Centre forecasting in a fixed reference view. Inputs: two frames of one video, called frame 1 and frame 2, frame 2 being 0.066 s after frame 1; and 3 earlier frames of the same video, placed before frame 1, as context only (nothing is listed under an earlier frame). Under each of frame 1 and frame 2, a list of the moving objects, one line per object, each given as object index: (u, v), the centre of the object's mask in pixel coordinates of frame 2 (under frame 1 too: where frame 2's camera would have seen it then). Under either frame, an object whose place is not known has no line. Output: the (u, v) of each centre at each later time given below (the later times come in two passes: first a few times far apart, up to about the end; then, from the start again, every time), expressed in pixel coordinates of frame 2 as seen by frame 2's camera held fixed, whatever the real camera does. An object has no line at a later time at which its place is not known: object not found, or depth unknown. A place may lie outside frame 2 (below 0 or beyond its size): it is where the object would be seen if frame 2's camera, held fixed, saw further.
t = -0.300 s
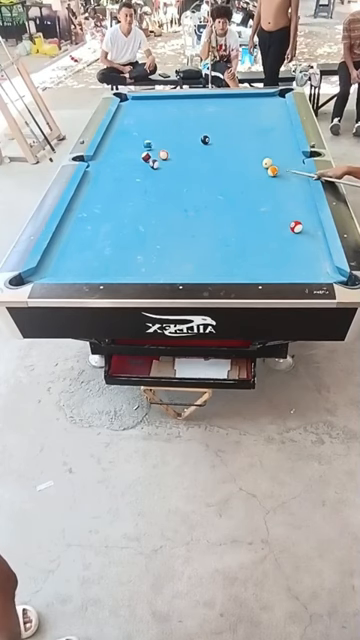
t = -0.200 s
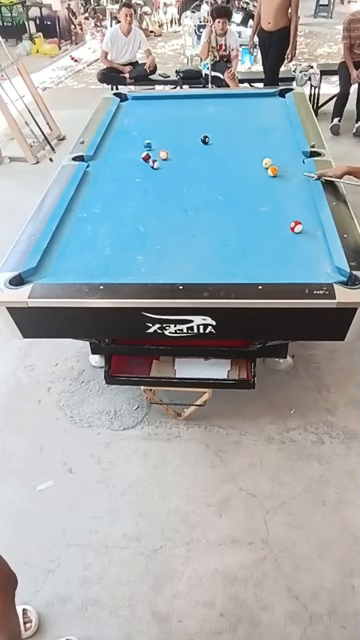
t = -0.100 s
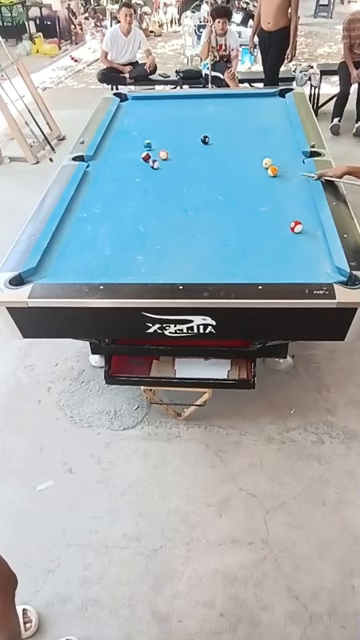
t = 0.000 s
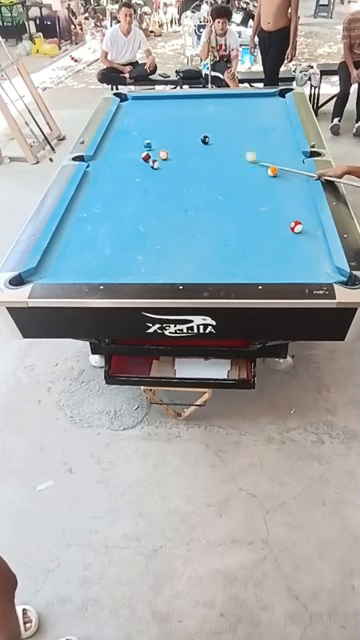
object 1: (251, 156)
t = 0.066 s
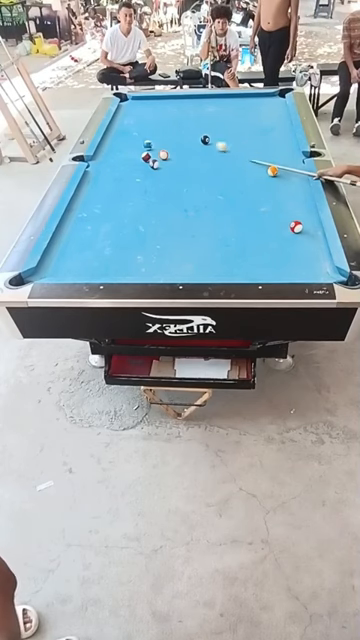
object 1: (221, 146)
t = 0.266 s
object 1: (203, 146)
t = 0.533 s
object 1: (199, 154)
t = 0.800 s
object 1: (195, 162)
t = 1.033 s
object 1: (191, 169)
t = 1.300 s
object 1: (186, 177)
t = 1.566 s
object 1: (182, 185)
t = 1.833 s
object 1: (177, 192)
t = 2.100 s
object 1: (173, 200)
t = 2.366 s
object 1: (169, 208)
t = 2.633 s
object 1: (165, 215)
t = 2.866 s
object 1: (162, 221)
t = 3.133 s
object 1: (157, 227)
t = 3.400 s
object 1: (154, 233)
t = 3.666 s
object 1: (151, 238)
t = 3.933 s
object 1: (149, 243)
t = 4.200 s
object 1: (146, 247)
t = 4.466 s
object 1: (145, 250)
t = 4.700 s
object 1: (143, 253)
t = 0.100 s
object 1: (209, 142)
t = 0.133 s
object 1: (207, 142)
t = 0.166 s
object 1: (205, 143)
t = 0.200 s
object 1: (204, 144)
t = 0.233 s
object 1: (203, 145)
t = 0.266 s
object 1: (203, 146)
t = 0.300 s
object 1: (202, 147)
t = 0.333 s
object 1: (202, 148)
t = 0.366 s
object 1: (201, 149)
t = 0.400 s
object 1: (201, 150)
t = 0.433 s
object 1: (200, 151)
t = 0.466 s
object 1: (200, 152)
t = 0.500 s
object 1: (199, 153)
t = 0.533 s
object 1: (199, 154)
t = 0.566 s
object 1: (198, 155)
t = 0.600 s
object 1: (198, 156)
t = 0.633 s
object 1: (197, 157)
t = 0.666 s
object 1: (197, 158)
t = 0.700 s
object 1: (196, 159)
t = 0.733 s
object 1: (196, 160)
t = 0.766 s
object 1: (195, 161)
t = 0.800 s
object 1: (195, 162)
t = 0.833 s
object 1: (194, 163)
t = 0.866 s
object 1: (193, 164)
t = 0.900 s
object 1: (193, 165)
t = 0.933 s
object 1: (192, 166)
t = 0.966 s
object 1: (192, 167)
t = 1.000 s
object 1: (191, 168)
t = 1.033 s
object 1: (191, 169)
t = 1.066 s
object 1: (190, 170)
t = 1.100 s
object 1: (190, 171)
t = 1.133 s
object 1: (189, 172)
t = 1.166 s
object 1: (189, 173)
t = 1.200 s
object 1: (188, 174)
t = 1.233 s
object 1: (187, 175)
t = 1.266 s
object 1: (187, 176)
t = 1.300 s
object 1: (186, 177)
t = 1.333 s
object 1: (186, 178)
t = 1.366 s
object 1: (185, 179)
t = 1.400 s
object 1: (184, 180)
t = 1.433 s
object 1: (184, 181)
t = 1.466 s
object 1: (183, 182)
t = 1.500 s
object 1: (183, 183)
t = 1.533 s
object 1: (182, 184)
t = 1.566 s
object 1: (182, 185)
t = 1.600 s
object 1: (181, 186)
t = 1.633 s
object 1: (181, 187)
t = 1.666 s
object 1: (180, 188)
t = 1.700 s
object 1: (180, 189)
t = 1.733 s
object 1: (179, 190)
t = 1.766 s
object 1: (179, 190)
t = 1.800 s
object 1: (178, 191)
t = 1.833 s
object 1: (177, 192)
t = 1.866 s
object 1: (177, 194)
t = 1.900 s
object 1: (176, 194)
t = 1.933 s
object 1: (176, 195)
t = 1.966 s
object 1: (175, 197)
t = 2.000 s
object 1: (174, 197)
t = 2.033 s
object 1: (174, 198)
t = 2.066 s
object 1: (174, 199)
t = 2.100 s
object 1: (173, 200)
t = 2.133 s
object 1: (172, 201)
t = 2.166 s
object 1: (172, 202)
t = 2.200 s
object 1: (171, 203)
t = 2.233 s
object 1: (171, 204)
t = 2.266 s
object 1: (170, 205)
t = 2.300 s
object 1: (170, 206)
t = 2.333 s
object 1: (170, 207)
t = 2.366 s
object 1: (169, 208)
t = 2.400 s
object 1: (169, 209)
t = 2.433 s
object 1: (168, 209)
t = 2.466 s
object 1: (167, 210)
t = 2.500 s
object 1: (167, 211)
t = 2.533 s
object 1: (166, 212)
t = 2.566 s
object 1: (166, 213)
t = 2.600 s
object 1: (165, 214)
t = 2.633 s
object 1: (165, 215)
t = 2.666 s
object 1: (164, 216)
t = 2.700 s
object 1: (164, 217)
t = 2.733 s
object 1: (163, 217)
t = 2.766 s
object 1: (163, 218)
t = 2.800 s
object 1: (163, 219)
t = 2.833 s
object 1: (162, 220)
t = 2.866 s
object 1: (162, 221)
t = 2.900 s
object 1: (161, 222)
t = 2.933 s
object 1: (160, 222)
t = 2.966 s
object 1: (160, 223)
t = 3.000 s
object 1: (160, 224)
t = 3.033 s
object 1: (159, 225)
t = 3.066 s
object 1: (158, 226)
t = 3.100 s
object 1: (158, 226)
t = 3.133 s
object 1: (157, 227)
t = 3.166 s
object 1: (157, 228)
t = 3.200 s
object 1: (157, 228)
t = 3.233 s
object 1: (156, 229)
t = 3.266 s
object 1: (156, 230)
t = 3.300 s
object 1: (155, 231)
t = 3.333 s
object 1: (155, 231)
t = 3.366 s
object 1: (155, 232)
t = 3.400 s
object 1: (154, 233)
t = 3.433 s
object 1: (154, 234)
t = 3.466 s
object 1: (153, 234)
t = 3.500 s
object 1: (153, 235)
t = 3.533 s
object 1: (153, 236)
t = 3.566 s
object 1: (152, 236)
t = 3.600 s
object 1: (152, 237)
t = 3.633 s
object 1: (152, 237)
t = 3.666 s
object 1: (151, 238)
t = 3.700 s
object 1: (151, 239)
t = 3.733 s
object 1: (150, 239)
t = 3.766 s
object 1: (150, 240)
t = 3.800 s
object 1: (150, 241)
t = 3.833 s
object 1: (149, 241)
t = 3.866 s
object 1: (149, 242)
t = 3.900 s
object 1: (149, 242)
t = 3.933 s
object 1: (149, 243)
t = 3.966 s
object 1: (148, 244)
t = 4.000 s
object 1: (148, 244)
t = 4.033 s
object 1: (148, 245)
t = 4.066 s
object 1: (147, 245)
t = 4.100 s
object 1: (147, 245)
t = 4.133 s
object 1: (147, 246)
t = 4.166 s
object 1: (146, 246)
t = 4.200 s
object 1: (146, 247)
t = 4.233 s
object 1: (146, 247)
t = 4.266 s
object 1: (145, 248)
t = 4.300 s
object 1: (145, 248)
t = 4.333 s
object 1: (145, 249)
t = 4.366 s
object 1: (145, 249)
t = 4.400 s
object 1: (145, 250)
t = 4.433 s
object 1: (145, 250)
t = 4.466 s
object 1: (145, 250)
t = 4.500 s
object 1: (144, 251)
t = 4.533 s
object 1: (144, 251)
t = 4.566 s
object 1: (144, 251)
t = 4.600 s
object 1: (144, 252)
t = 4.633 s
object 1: (144, 252)
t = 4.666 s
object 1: (143, 252)
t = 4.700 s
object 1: (143, 253)
